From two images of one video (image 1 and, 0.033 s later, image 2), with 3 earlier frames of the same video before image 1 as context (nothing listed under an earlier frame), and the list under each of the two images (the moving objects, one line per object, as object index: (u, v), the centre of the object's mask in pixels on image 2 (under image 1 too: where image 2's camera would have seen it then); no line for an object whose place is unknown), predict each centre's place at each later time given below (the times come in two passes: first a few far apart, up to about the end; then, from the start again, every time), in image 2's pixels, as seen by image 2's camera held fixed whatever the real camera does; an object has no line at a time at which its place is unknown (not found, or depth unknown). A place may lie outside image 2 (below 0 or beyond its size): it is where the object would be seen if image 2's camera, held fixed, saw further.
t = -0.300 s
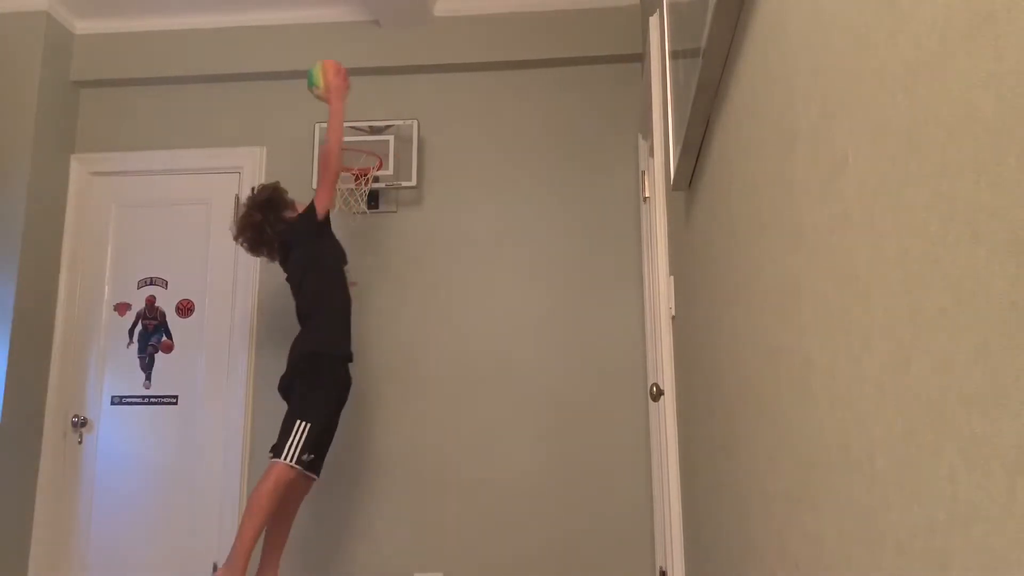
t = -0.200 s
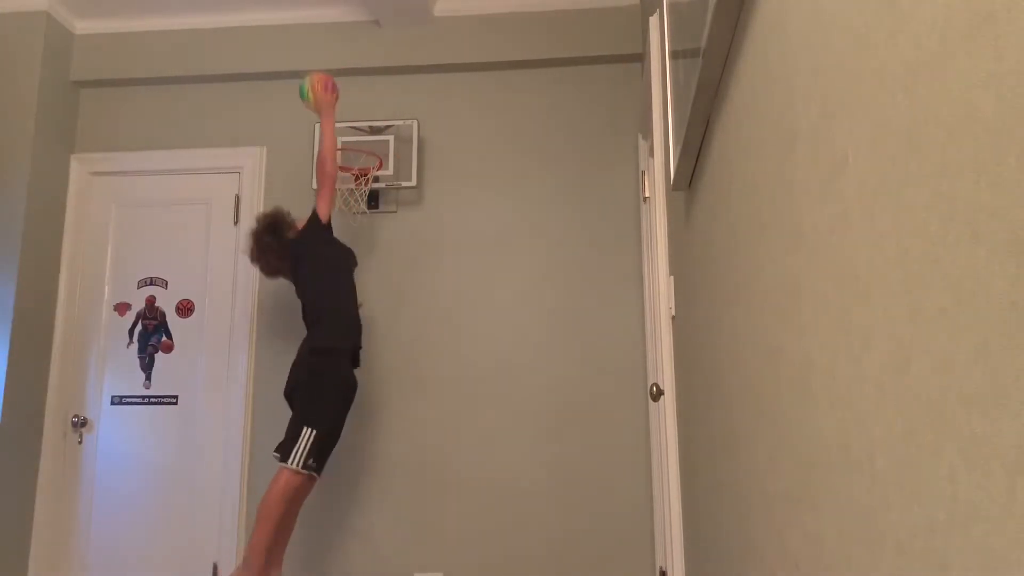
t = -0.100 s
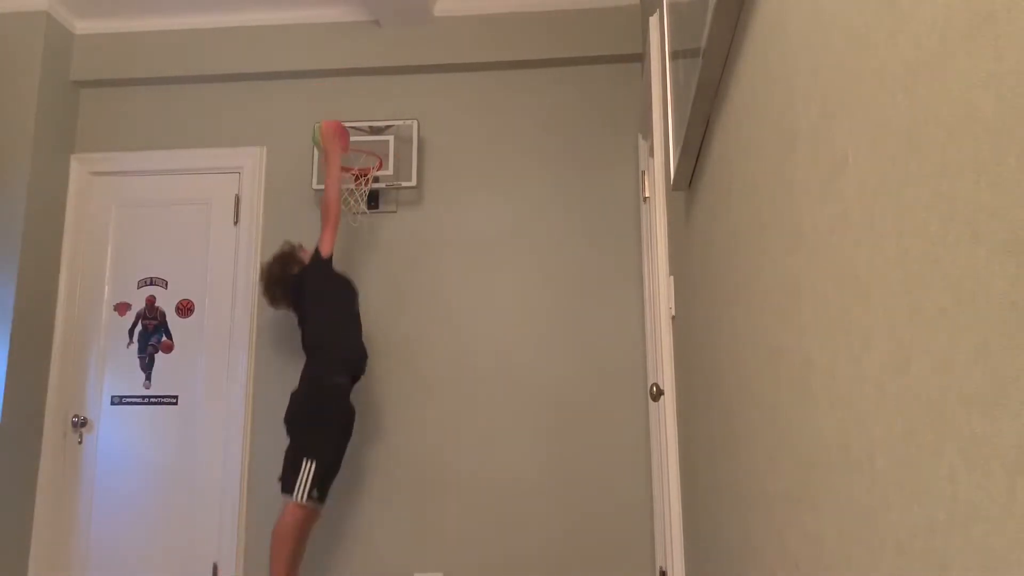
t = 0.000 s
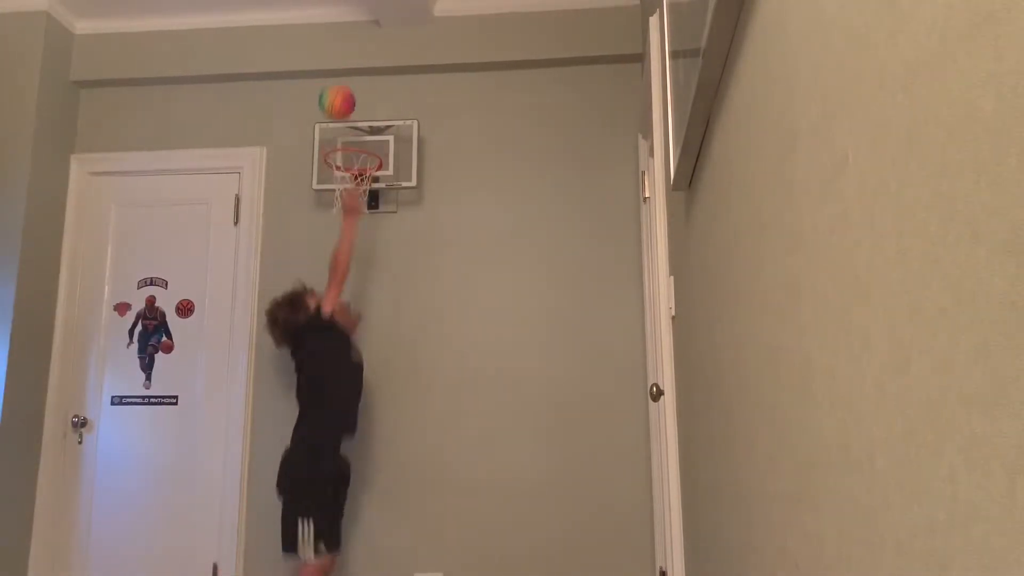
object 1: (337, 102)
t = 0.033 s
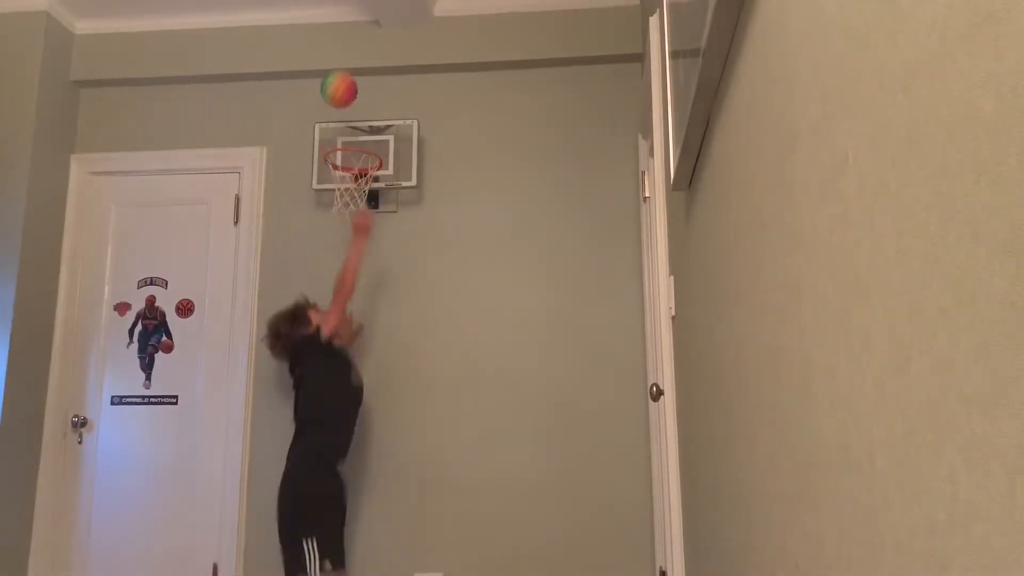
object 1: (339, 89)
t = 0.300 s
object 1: (352, 83)
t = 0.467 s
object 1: (358, 170)
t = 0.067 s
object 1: (341, 80)
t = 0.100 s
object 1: (342, 73)
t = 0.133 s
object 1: (344, 68)
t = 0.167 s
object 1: (345, 66)
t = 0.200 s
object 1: (347, 66)
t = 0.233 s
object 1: (349, 69)
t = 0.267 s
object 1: (350, 75)
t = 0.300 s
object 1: (352, 83)
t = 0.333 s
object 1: (353, 95)
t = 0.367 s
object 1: (355, 108)
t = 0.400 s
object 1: (356, 125)
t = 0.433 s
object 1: (358, 144)
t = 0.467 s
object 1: (358, 170)
